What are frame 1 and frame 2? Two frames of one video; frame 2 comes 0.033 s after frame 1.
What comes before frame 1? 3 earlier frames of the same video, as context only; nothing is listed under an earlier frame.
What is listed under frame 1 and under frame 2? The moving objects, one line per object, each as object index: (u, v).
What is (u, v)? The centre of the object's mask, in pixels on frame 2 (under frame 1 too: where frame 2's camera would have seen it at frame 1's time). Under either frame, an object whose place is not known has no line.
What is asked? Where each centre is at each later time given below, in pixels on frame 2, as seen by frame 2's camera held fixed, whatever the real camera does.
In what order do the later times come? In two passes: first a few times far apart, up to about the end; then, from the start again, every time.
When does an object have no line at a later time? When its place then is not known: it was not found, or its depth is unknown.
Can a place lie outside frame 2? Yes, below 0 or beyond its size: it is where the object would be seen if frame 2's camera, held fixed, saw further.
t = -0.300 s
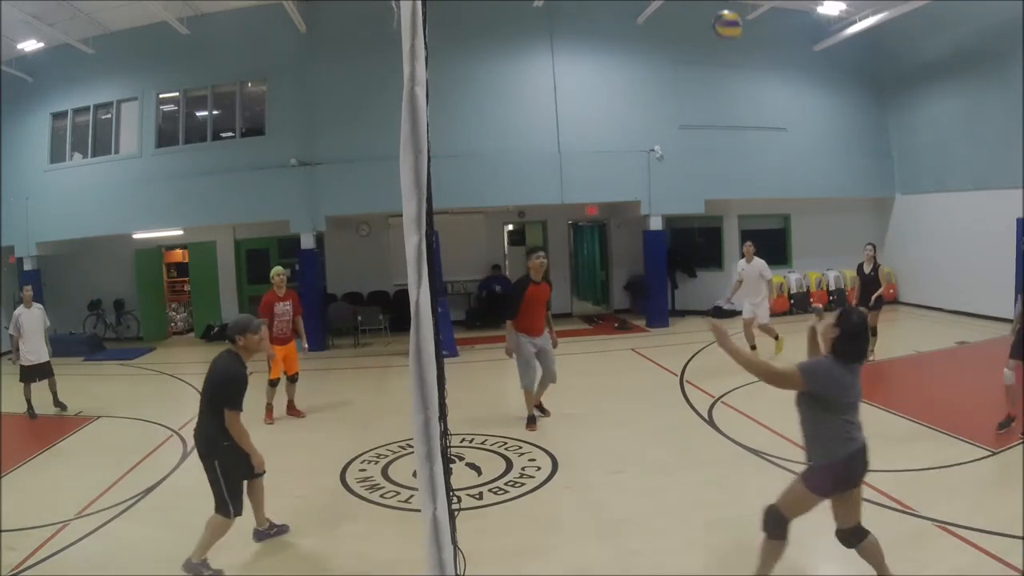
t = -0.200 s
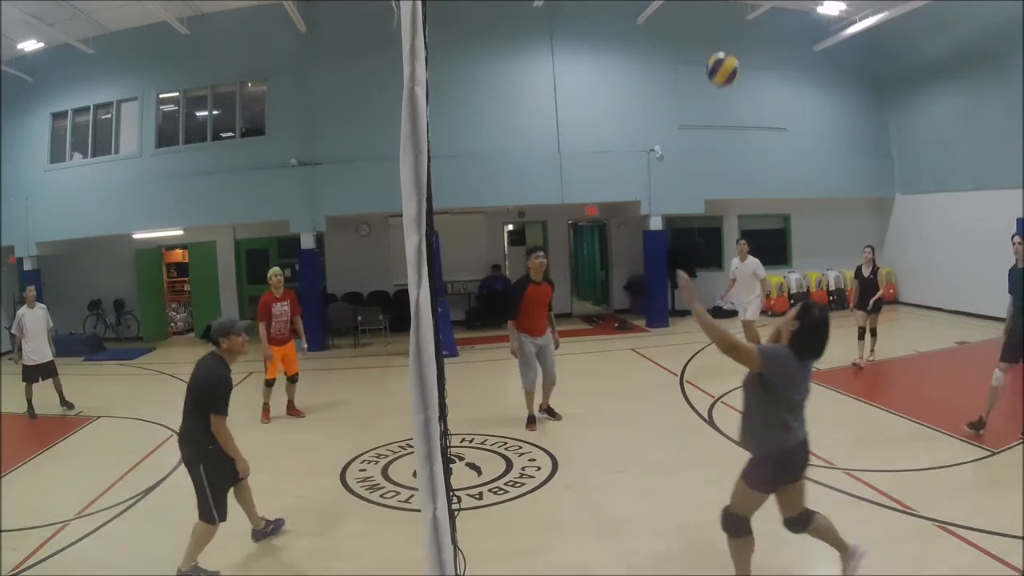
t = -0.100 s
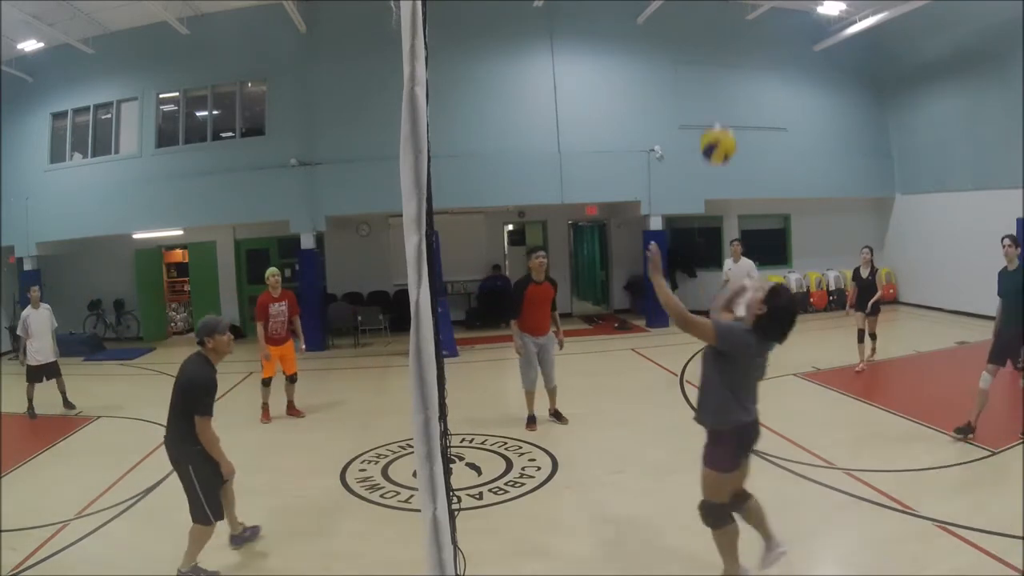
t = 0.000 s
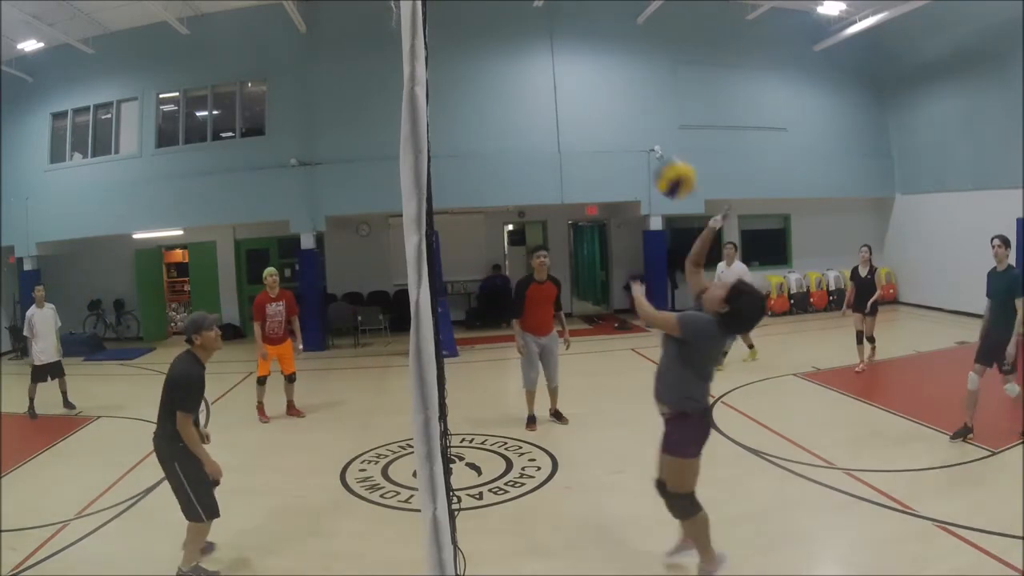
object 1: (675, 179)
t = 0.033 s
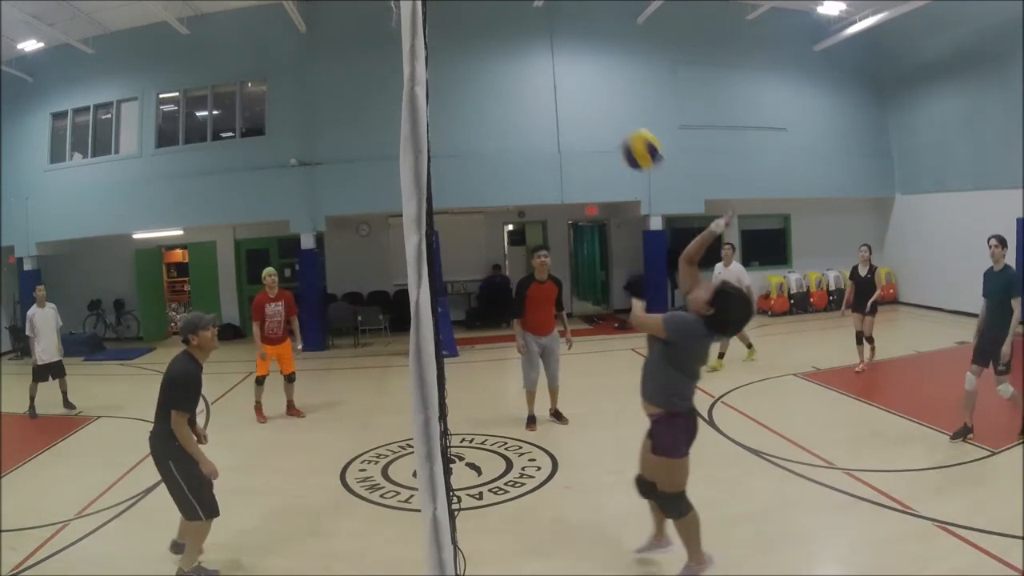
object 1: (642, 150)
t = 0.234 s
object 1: (437, 35)
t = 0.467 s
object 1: (214, 24)
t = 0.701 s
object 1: (53, 113)
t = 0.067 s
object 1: (606, 123)
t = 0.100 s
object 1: (569, 100)
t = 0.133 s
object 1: (533, 81)
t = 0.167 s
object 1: (499, 62)
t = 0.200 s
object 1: (463, 46)
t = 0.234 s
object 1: (437, 35)
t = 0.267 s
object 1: (388, 26)
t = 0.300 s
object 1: (361, 19)
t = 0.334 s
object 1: (330, 16)
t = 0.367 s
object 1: (300, 14)
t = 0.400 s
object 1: (269, 15)
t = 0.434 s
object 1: (242, 18)
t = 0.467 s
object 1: (214, 24)
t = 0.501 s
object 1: (188, 30)
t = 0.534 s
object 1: (162, 40)
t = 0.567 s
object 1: (138, 51)
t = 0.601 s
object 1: (117, 64)
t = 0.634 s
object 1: (94, 79)
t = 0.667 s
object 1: (74, 95)
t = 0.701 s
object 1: (53, 113)
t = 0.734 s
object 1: (34, 133)
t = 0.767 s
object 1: (17, 154)
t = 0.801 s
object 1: (7, 174)
